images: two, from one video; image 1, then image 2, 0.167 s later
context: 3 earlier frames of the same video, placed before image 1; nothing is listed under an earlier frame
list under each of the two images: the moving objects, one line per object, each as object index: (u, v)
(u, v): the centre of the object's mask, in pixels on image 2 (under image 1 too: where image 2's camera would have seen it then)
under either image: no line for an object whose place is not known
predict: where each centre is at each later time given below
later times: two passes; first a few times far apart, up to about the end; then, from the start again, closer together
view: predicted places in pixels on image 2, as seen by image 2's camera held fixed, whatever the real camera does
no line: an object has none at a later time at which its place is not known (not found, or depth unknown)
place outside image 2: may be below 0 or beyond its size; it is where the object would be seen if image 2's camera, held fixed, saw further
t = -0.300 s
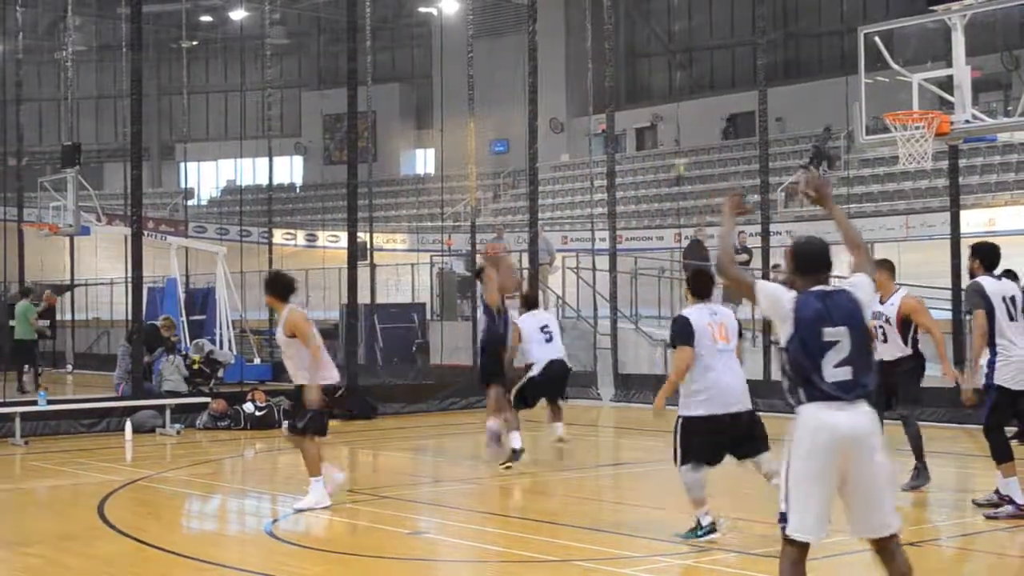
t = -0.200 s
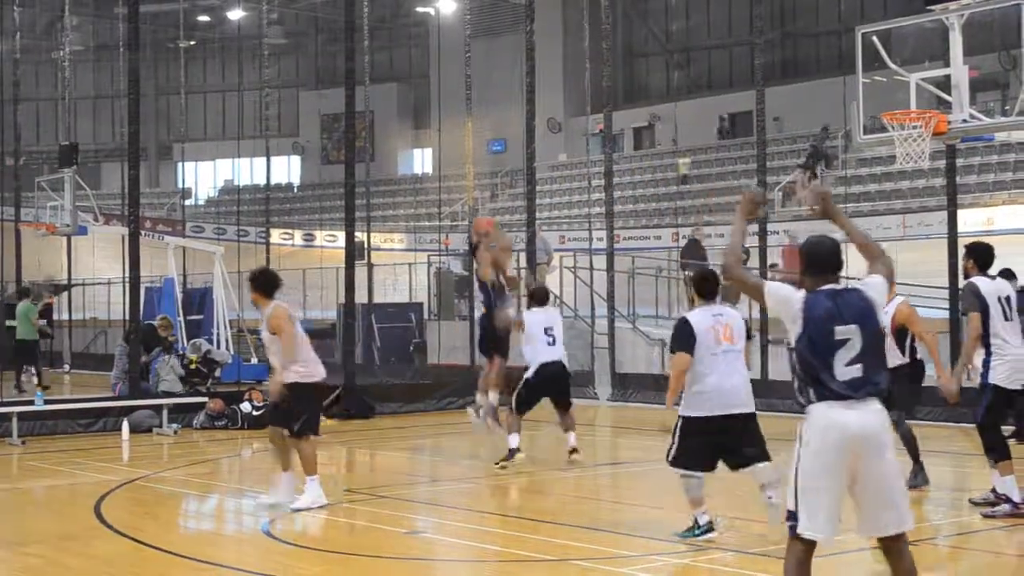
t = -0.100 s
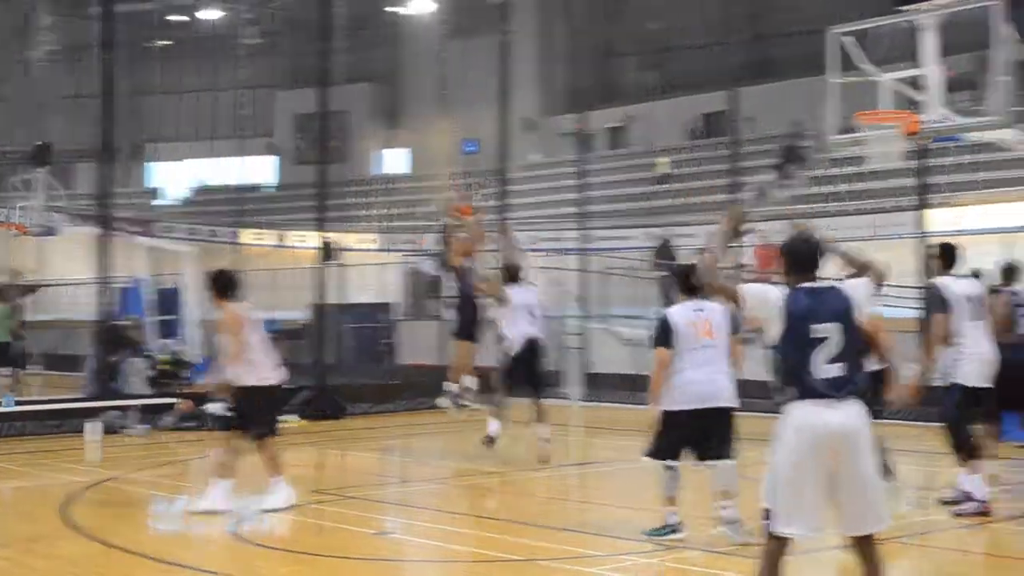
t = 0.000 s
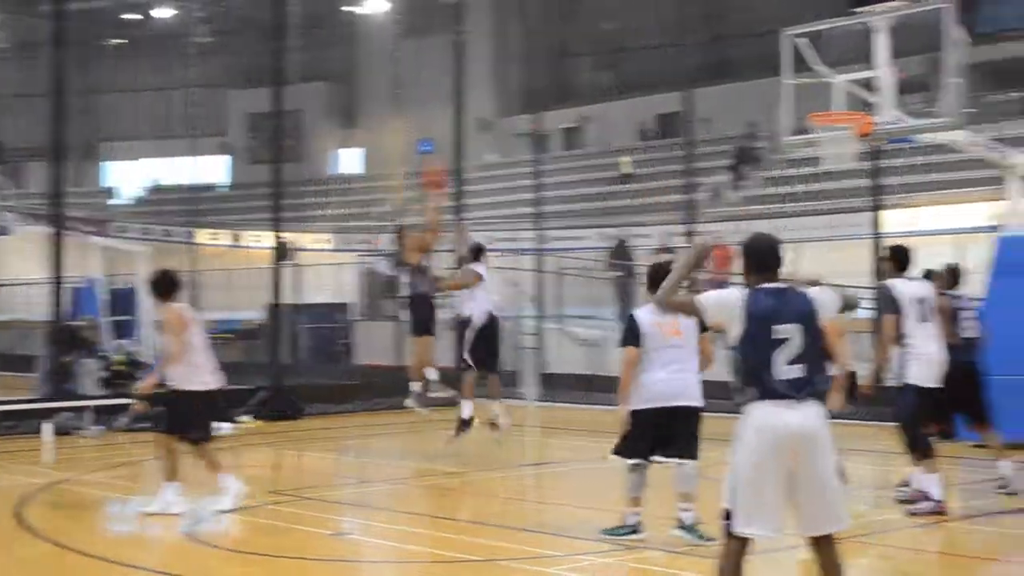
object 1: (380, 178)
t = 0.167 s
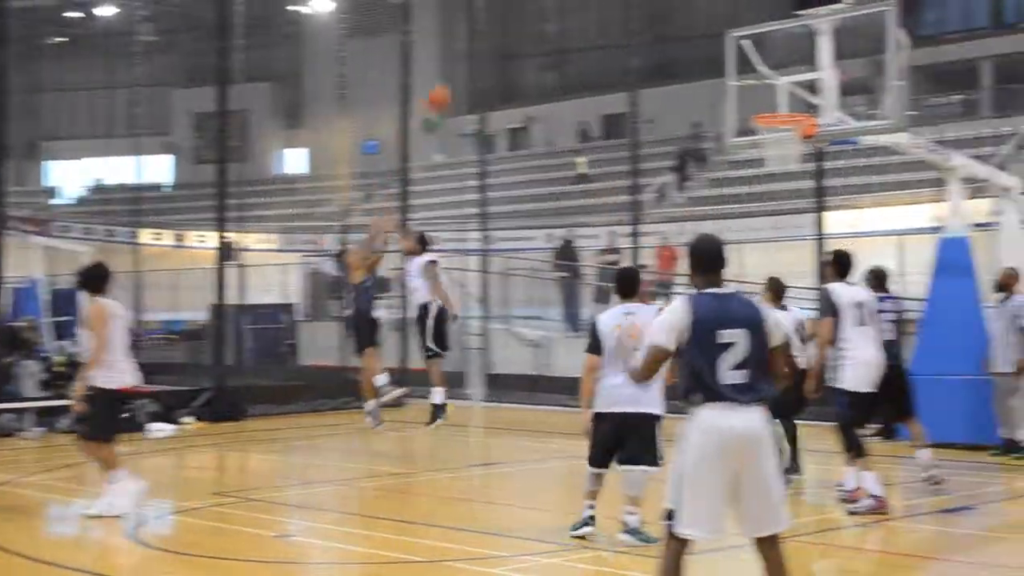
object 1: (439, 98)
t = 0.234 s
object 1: (463, 73)
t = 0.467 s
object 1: (555, 22)
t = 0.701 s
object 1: (651, 22)
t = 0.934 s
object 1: (756, 85)
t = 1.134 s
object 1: (814, 151)
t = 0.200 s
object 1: (450, 84)
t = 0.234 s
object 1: (463, 73)
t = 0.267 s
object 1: (475, 63)
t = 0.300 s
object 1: (489, 52)
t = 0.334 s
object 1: (501, 47)
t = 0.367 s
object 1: (515, 36)
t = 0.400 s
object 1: (529, 31)
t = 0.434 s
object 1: (541, 25)
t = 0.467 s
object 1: (555, 22)
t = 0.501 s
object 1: (568, 18)
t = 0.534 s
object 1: (582, 16)
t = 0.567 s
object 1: (595, 15)
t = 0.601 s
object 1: (609, 15)
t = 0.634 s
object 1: (622, 17)
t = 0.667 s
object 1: (636, 20)
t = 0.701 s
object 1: (651, 22)
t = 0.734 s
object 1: (666, 28)
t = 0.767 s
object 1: (679, 34)
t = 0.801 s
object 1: (693, 41)
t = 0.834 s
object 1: (708, 49)
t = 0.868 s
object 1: (723, 60)
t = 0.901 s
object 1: (741, 73)
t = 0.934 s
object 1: (756, 85)
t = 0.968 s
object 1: (768, 98)
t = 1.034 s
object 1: (801, 133)
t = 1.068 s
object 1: (807, 138)
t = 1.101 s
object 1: (806, 141)
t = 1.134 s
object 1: (814, 151)
